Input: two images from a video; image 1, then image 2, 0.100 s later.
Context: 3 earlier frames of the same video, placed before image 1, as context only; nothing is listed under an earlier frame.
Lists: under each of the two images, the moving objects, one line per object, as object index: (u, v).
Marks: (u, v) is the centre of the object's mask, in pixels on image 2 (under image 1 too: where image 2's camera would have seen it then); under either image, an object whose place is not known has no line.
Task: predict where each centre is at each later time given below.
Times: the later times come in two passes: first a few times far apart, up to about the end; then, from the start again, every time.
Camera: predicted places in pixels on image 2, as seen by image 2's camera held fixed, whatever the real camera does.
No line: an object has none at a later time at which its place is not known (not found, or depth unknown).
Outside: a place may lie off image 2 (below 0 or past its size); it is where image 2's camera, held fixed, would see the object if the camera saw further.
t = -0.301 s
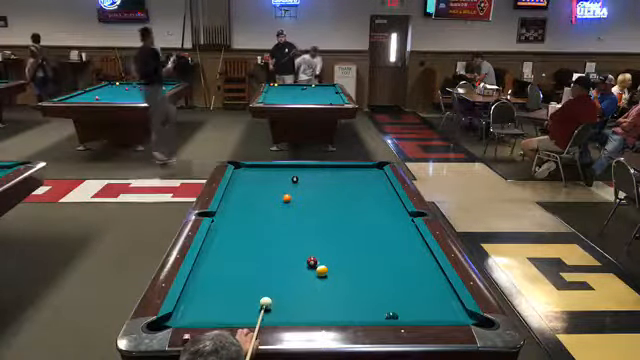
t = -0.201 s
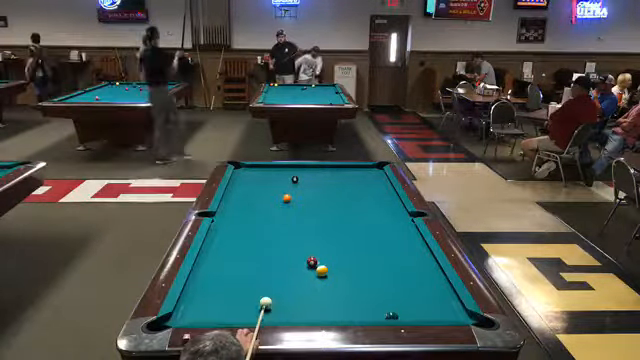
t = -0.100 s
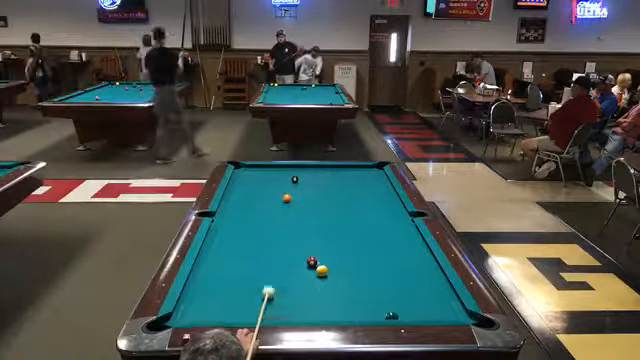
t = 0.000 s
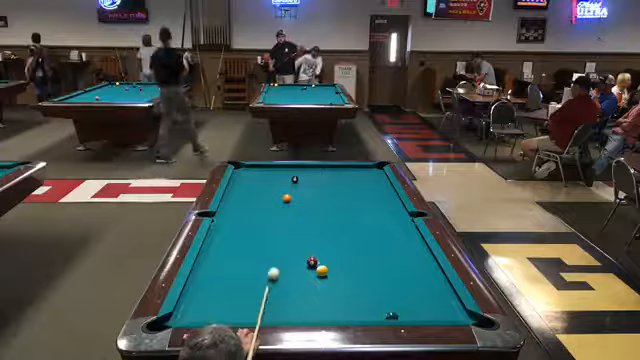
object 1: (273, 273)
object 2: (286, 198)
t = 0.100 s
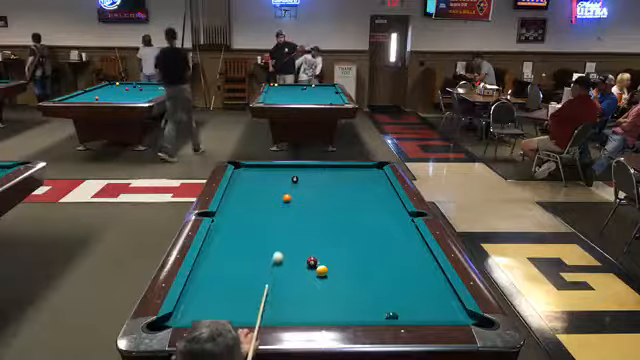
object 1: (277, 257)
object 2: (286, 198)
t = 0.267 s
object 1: (283, 235)
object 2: (286, 198)
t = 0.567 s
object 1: (291, 204)
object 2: (286, 198)
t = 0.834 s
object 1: (314, 188)
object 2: (271, 194)
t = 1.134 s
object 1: (339, 174)
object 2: (254, 188)
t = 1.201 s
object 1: (343, 172)
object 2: (248, 186)
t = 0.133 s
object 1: (279, 252)
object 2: (286, 198)
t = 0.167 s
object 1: (280, 248)
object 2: (286, 198)
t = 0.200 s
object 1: (281, 243)
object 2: (286, 198)
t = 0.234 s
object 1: (282, 239)
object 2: (286, 198)
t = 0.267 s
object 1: (283, 235)
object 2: (286, 198)
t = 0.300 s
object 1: (284, 231)
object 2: (286, 198)
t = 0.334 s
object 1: (285, 227)
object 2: (287, 198)
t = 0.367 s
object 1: (286, 223)
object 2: (286, 198)
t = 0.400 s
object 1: (287, 220)
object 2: (286, 198)
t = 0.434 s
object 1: (289, 216)
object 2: (286, 198)
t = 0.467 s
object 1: (289, 213)
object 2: (286, 198)
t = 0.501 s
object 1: (290, 210)
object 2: (286, 198)
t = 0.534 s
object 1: (291, 207)
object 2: (286, 198)
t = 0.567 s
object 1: (291, 204)
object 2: (286, 198)
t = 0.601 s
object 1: (292, 201)
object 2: (286, 197)
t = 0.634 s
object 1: (294, 199)
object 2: (286, 197)
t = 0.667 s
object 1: (299, 197)
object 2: (283, 197)
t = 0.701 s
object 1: (302, 195)
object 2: (280, 195)
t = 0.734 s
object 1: (305, 194)
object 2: (277, 195)
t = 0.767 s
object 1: (309, 192)
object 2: (275, 195)
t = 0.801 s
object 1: (311, 190)
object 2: (273, 195)
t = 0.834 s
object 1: (314, 188)
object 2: (271, 194)
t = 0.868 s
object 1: (317, 186)
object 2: (268, 192)
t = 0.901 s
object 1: (320, 185)
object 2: (266, 192)
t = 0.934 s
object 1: (323, 183)
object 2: (264, 191)
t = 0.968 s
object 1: (326, 182)
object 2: (263, 191)
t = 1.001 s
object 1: (329, 180)
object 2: (261, 190)
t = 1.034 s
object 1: (332, 179)
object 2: (258, 189)
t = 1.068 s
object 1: (333, 178)
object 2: (256, 188)
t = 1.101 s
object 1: (336, 176)
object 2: (254, 188)
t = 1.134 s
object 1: (339, 174)
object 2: (254, 188)
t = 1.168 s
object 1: (341, 173)
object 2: (251, 187)
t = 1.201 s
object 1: (343, 172)
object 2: (248, 186)
